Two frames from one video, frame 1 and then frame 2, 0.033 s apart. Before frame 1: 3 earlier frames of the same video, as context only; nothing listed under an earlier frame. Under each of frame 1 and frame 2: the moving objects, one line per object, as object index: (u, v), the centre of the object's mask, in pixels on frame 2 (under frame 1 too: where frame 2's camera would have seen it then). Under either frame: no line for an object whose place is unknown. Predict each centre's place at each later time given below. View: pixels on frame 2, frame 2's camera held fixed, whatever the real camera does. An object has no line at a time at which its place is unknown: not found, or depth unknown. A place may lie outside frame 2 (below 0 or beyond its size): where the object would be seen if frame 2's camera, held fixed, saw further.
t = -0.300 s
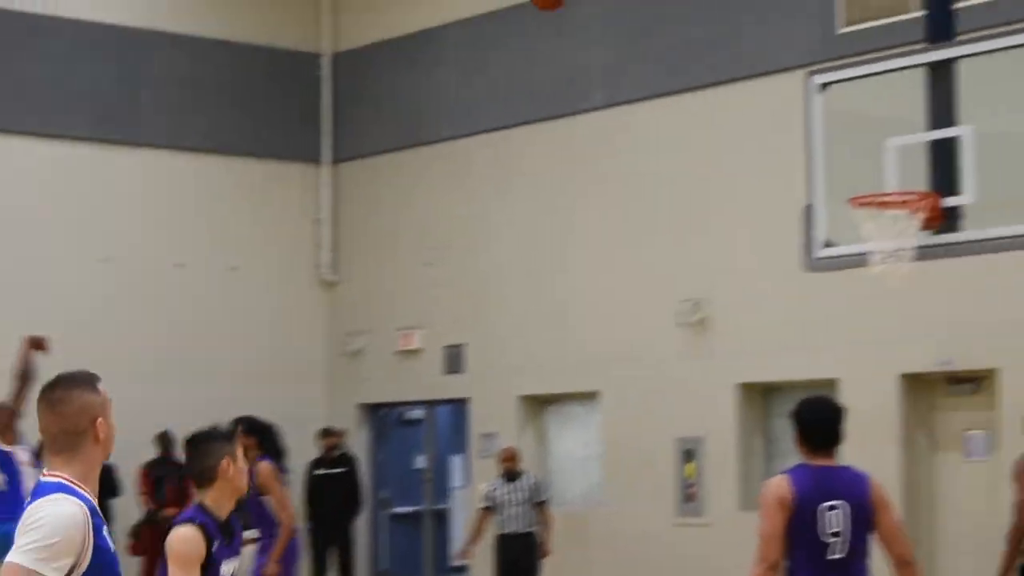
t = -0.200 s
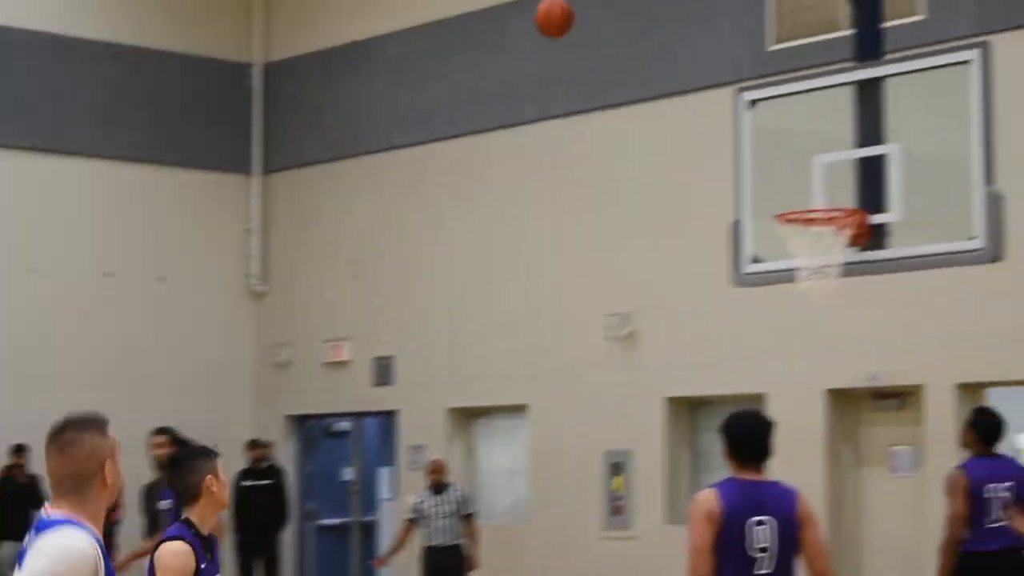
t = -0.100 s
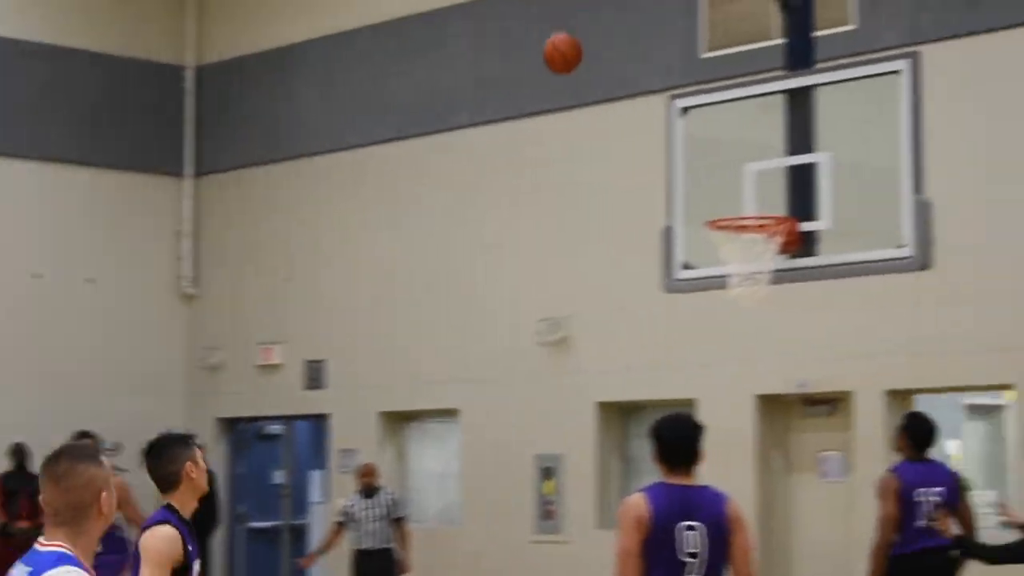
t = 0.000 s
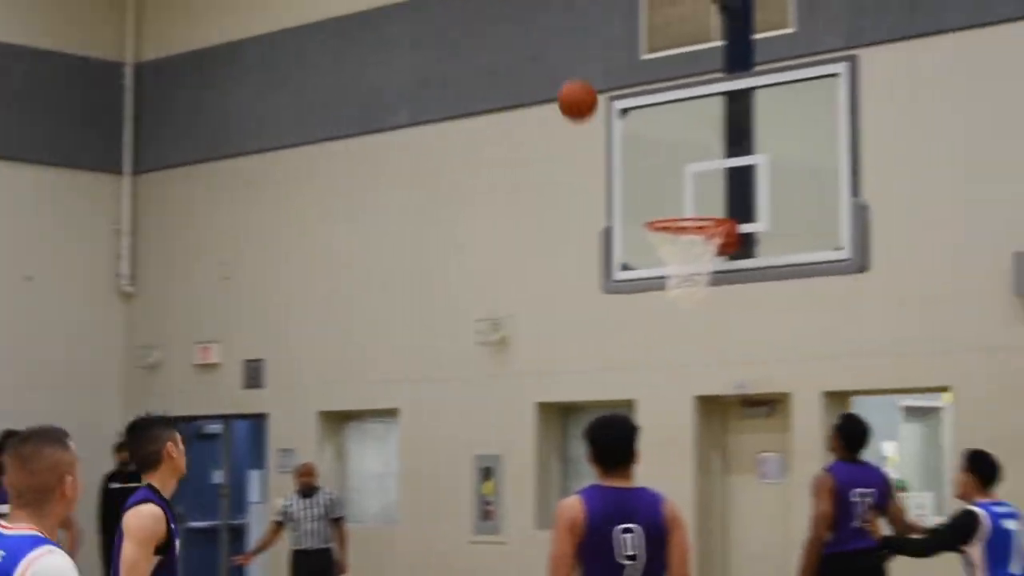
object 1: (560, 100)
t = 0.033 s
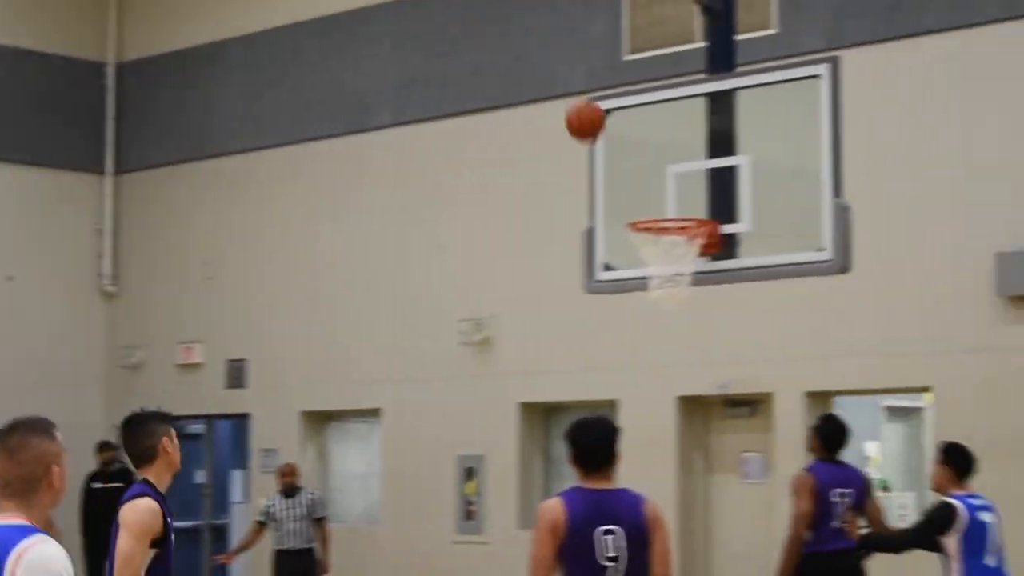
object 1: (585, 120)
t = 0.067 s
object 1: (611, 141)
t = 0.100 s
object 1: (636, 165)
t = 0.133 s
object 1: (661, 190)
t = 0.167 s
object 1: (687, 208)
